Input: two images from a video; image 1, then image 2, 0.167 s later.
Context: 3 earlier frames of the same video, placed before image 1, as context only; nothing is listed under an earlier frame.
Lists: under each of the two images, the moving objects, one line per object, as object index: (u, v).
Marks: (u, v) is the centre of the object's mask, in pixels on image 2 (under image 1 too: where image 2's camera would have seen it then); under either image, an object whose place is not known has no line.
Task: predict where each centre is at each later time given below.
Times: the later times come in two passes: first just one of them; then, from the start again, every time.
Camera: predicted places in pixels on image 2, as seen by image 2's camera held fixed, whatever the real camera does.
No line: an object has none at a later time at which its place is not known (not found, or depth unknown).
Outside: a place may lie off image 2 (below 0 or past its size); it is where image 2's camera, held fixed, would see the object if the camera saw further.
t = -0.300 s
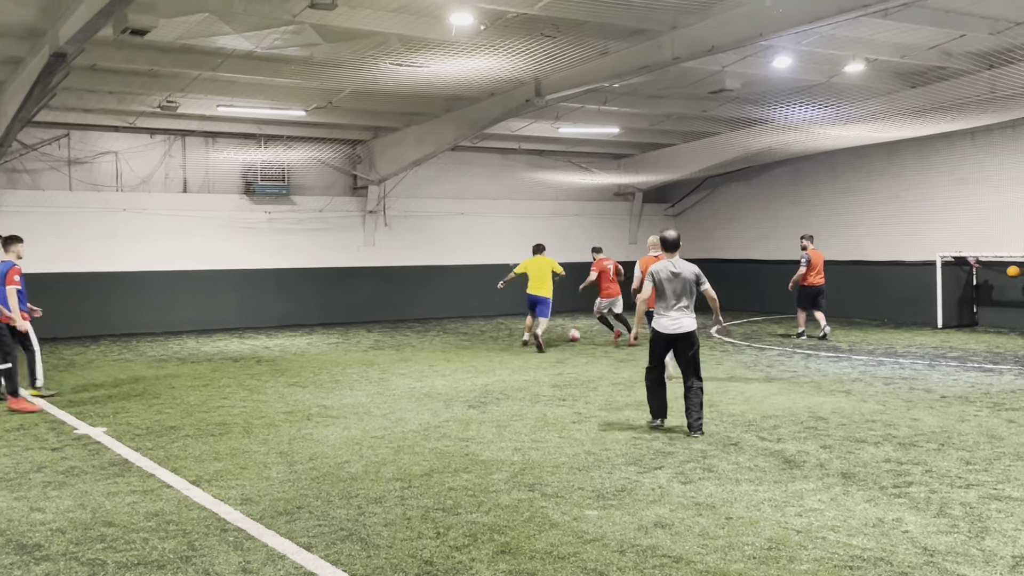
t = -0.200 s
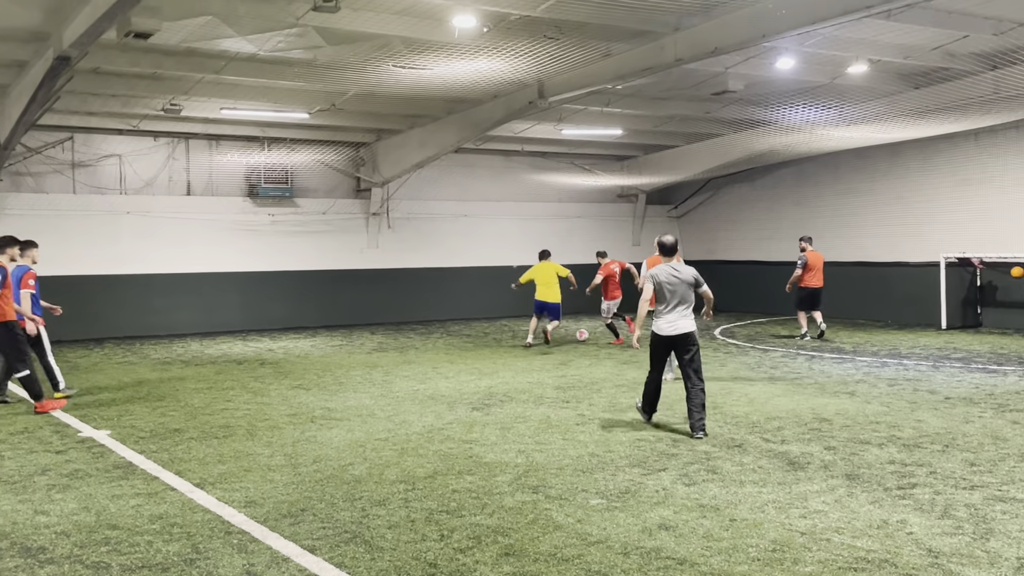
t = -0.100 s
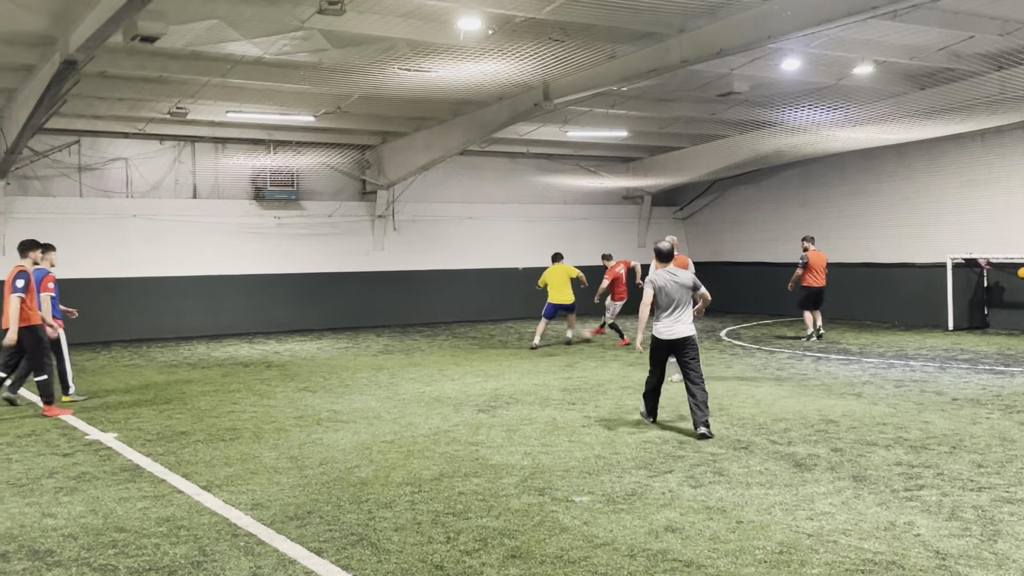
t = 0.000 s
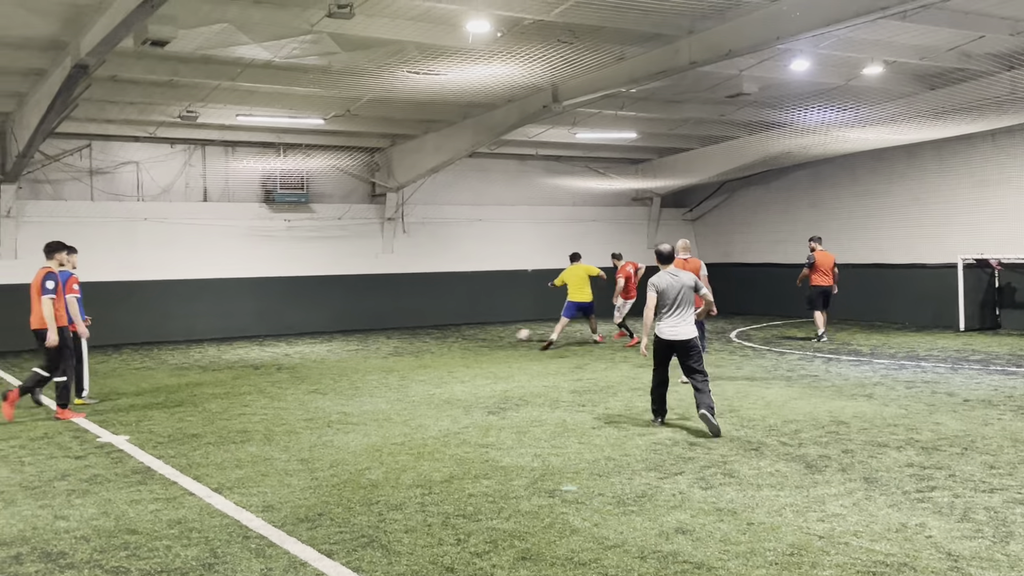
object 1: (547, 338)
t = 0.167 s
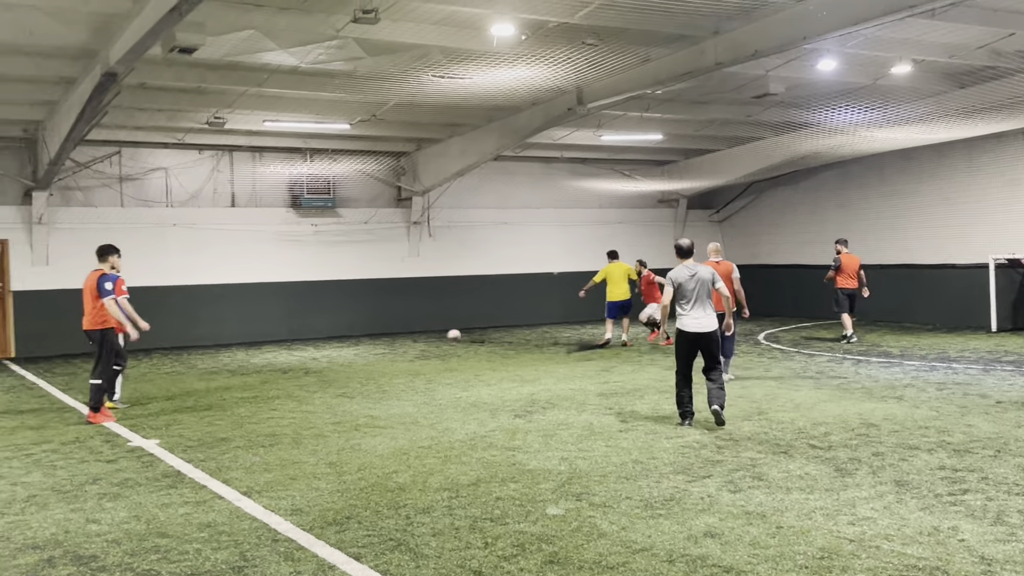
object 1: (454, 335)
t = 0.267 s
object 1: (410, 334)
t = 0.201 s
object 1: (438, 335)
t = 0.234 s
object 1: (423, 335)
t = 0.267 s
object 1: (410, 334)
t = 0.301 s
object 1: (398, 333)
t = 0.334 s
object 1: (385, 334)
